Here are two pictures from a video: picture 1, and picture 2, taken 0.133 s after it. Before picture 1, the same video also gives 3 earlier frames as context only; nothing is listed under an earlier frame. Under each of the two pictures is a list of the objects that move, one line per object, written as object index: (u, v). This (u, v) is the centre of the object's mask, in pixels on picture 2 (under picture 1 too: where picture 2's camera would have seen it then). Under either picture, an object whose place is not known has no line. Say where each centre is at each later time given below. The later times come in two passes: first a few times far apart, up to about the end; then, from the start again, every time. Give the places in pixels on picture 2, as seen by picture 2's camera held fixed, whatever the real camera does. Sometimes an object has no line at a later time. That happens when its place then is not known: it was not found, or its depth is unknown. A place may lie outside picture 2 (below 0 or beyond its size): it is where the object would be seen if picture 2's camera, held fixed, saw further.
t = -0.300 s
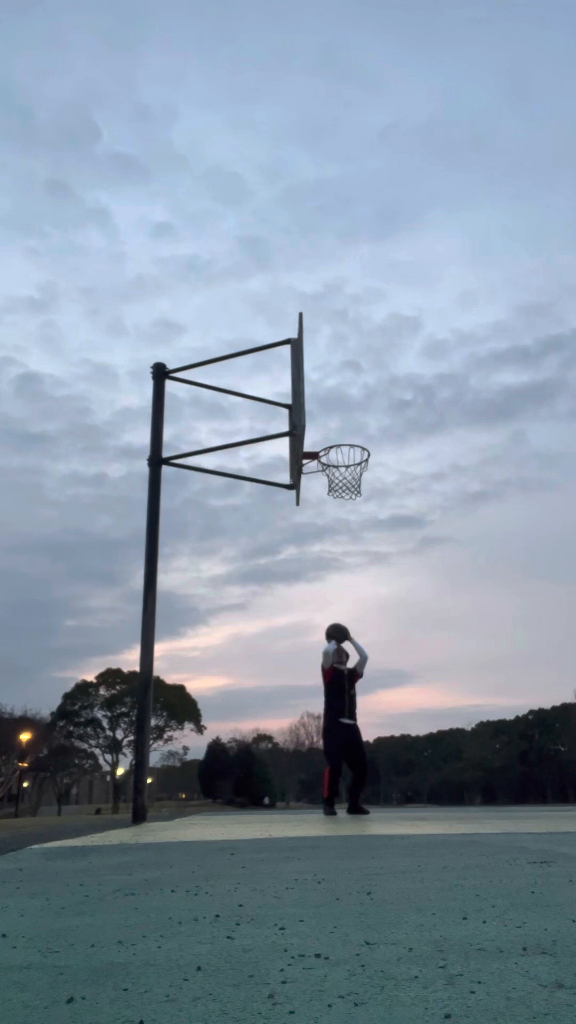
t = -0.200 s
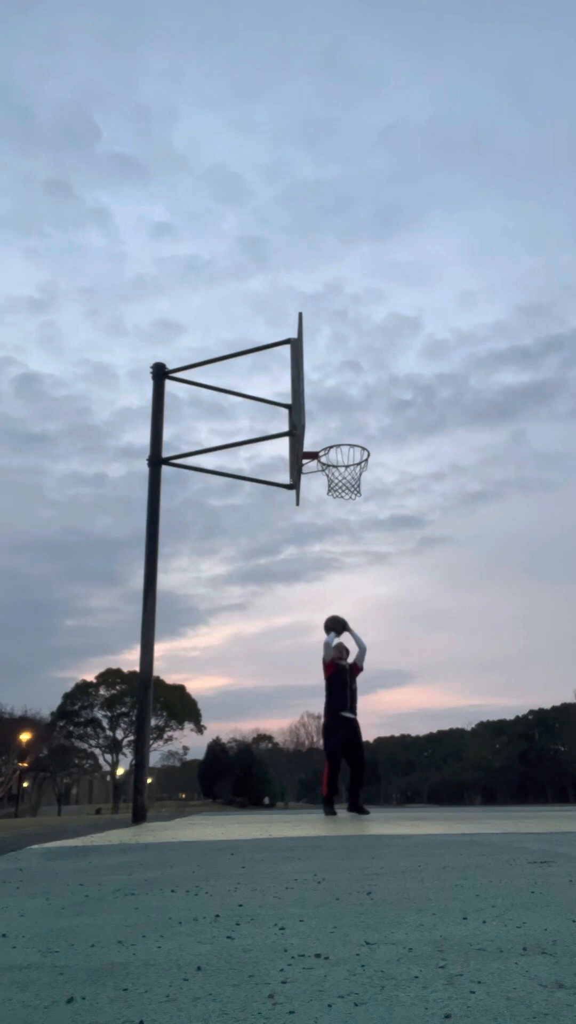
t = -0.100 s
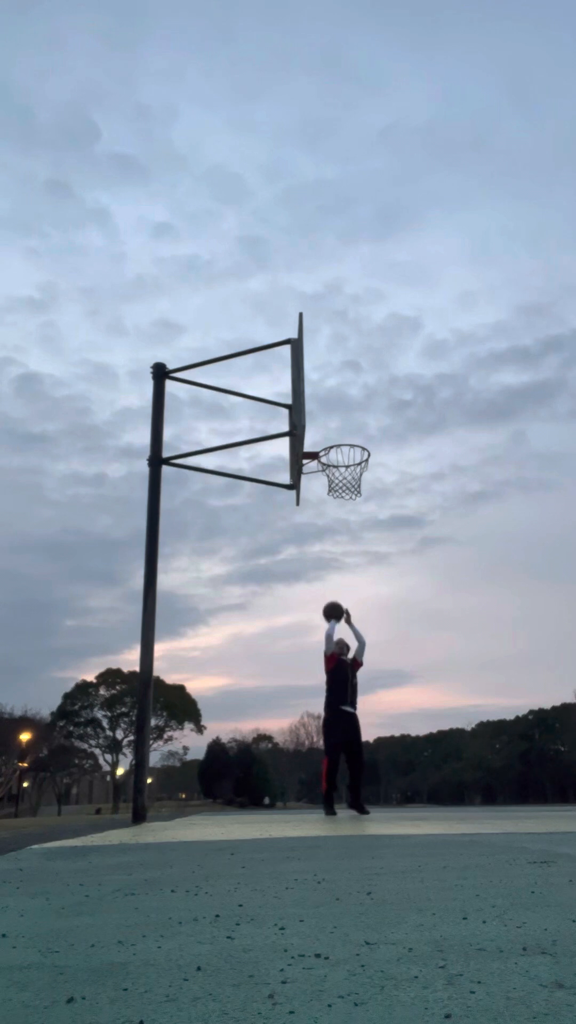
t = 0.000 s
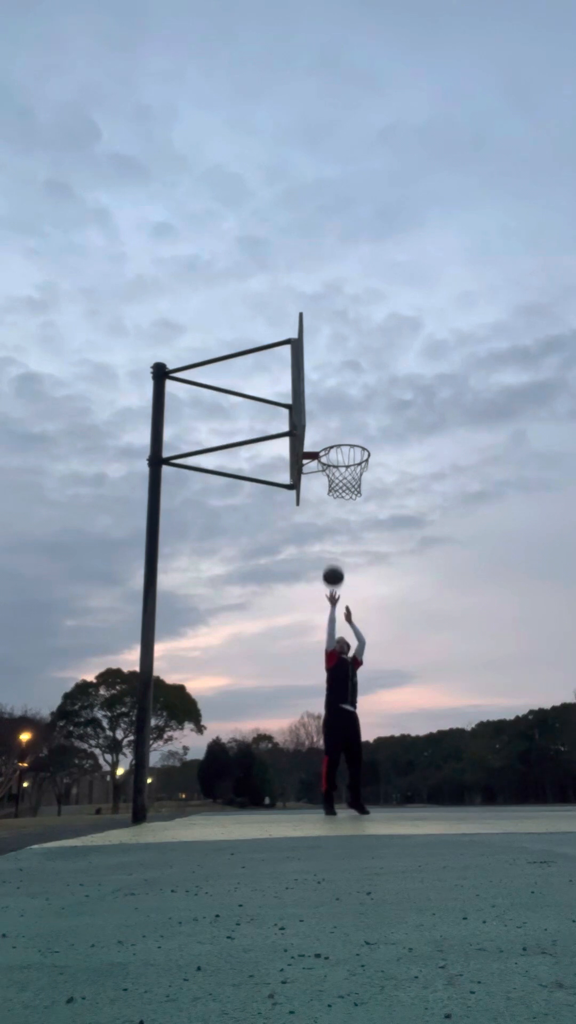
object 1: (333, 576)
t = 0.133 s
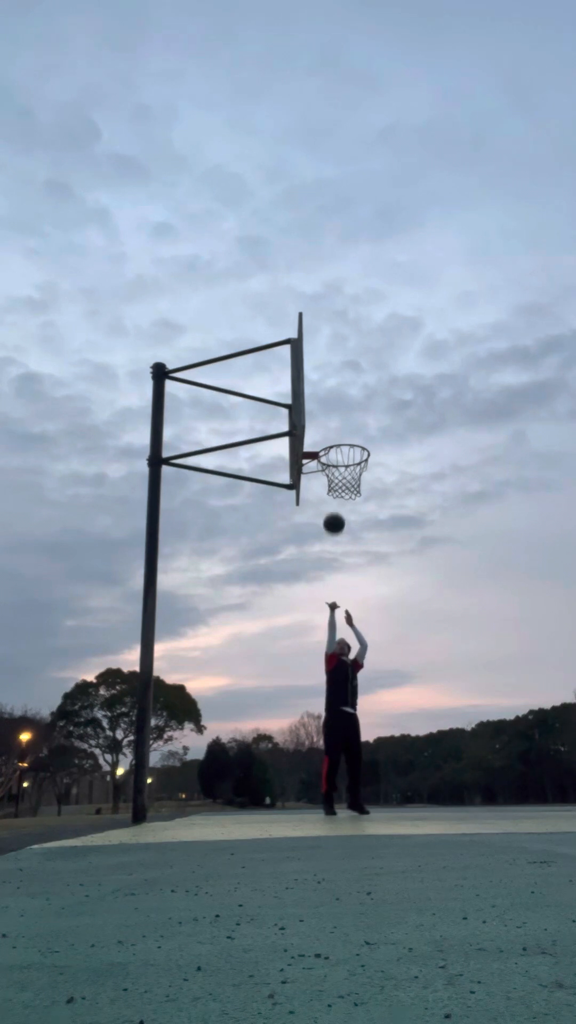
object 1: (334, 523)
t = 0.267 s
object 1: (335, 484)
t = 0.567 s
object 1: (342, 446)
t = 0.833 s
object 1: (347, 443)
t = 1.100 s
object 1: (339, 463)
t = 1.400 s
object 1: (335, 524)
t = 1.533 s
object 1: (339, 573)
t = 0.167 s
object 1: (334, 512)
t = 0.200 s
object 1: (334, 502)
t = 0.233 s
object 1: (335, 493)
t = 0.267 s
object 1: (335, 484)
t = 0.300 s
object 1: (336, 476)
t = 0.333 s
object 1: (336, 469)
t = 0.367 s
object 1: (337, 463)
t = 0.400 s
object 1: (338, 457)
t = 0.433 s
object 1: (338, 454)
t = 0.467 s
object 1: (339, 450)
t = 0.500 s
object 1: (340, 448)
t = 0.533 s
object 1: (341, 446)
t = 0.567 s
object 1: (342, 446)
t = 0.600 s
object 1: (343, 446)
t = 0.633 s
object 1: (344, 447)
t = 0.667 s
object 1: (345, 450)
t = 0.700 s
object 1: (346, 453)
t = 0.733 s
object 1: (346, 450)
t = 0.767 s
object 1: (346, 446)
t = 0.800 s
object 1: (347, 444)
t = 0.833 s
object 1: (347, 443)
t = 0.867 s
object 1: (347, 442)
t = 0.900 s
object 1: (347, 443)
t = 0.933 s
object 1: (347, 445)
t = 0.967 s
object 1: (348, 448)
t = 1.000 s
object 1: (346, 451)
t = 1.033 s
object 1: (344, 454)
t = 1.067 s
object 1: (342, 458)
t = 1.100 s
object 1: (339, 463)
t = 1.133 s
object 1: (337, 469)
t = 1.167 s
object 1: (335, 477)
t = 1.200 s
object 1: (334, 483)
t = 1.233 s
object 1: (333, 489)
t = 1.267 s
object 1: (333, 494)
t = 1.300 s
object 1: (334, 500)
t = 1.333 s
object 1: (334, 507)
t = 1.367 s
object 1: (335, 515)
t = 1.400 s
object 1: (335, 524)
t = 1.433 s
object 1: (336, 535)
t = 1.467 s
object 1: (337, 546)
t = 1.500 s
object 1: (338, 559)
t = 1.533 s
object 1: (339, 573)
